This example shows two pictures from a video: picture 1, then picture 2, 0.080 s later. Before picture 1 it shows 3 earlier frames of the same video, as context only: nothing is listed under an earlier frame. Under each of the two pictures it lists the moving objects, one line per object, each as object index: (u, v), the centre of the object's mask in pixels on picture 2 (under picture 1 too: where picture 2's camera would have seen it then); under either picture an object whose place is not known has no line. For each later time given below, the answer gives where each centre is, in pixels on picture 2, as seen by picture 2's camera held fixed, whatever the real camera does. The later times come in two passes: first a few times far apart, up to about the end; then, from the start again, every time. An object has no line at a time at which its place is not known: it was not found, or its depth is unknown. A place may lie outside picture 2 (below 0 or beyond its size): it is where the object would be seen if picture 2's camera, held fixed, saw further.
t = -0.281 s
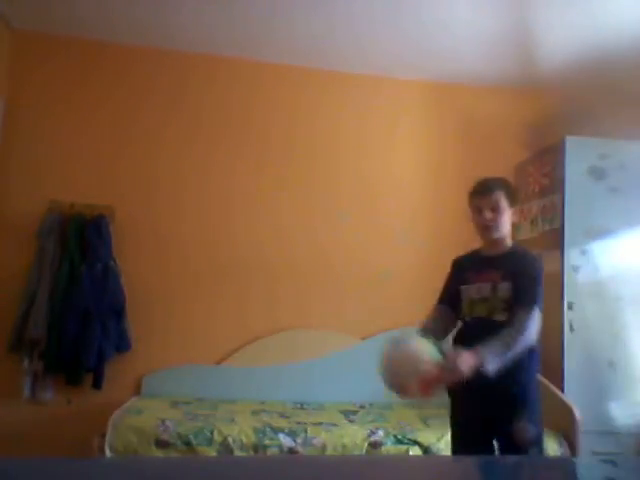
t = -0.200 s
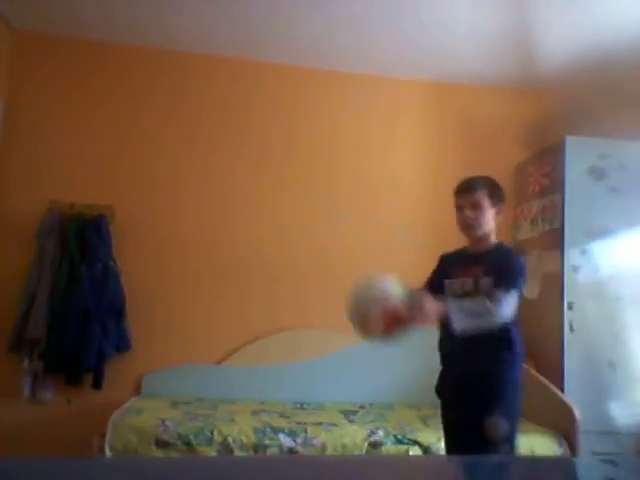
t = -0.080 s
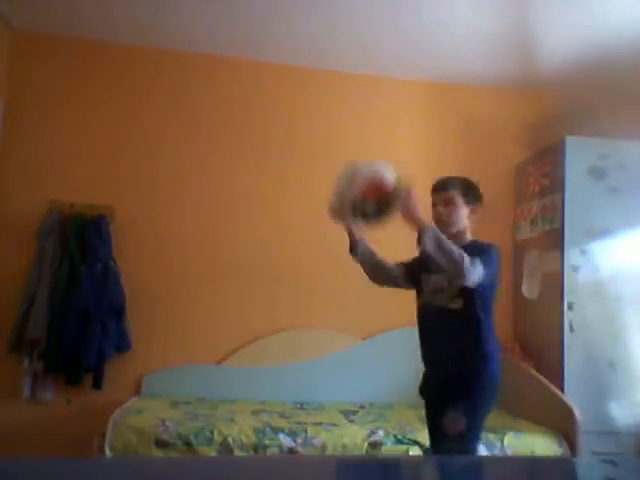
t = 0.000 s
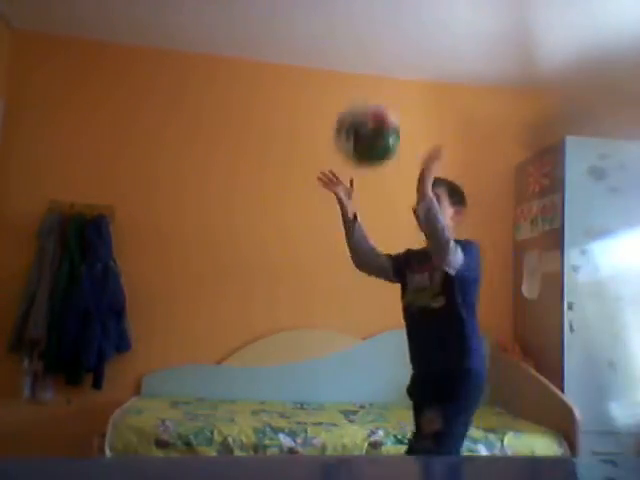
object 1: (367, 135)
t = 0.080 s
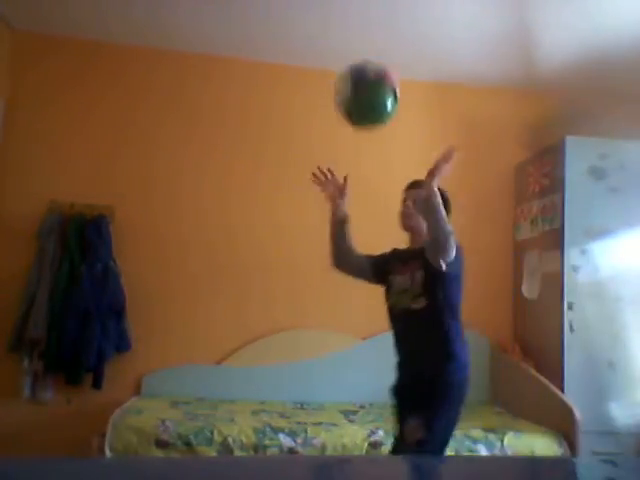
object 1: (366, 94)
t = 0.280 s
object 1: (361, 68)
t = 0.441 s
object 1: (353, 120)
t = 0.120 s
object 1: (366, 81)
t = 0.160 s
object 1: (365, 71)
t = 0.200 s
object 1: (364, 66)
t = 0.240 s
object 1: (363, 65)
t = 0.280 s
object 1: (361, 68)
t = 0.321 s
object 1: (359, 75)
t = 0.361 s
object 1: (358, 87)
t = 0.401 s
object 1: (356, 102)
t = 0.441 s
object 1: (353, 120)
